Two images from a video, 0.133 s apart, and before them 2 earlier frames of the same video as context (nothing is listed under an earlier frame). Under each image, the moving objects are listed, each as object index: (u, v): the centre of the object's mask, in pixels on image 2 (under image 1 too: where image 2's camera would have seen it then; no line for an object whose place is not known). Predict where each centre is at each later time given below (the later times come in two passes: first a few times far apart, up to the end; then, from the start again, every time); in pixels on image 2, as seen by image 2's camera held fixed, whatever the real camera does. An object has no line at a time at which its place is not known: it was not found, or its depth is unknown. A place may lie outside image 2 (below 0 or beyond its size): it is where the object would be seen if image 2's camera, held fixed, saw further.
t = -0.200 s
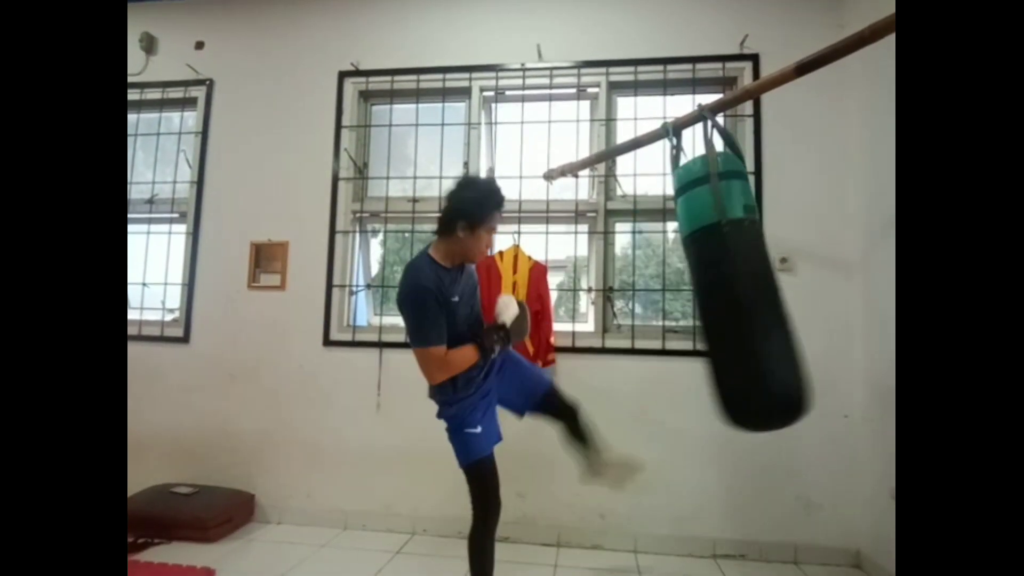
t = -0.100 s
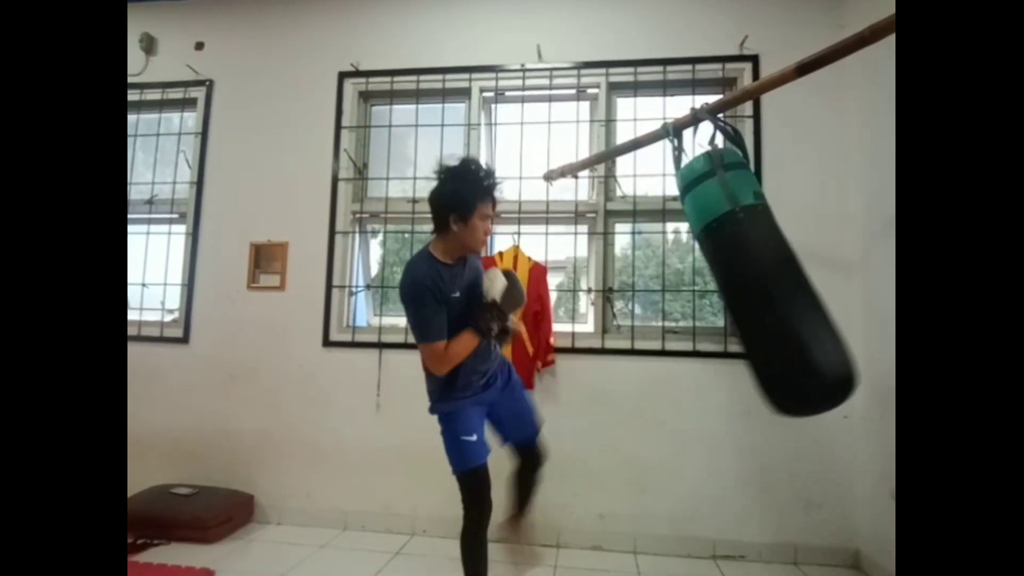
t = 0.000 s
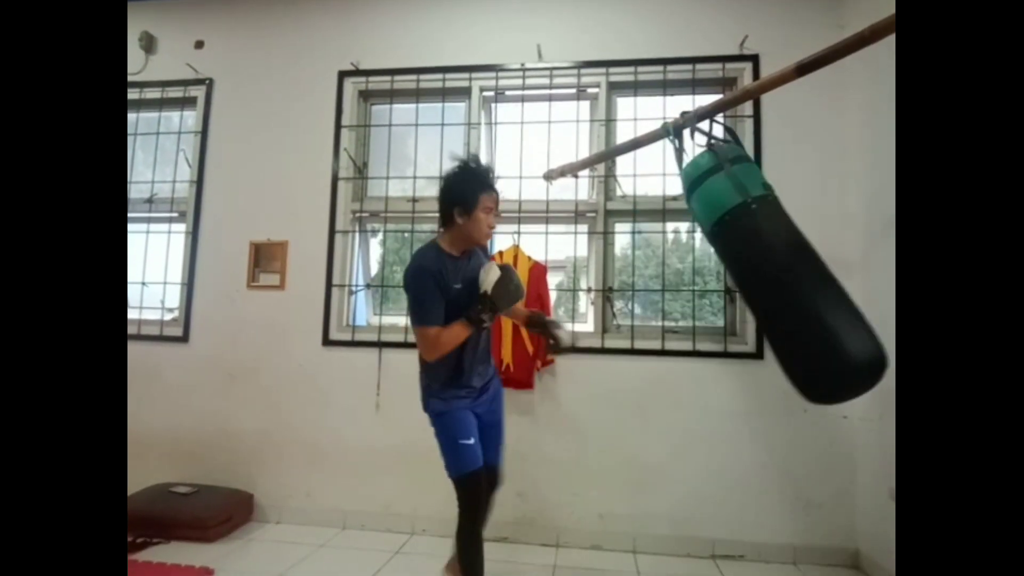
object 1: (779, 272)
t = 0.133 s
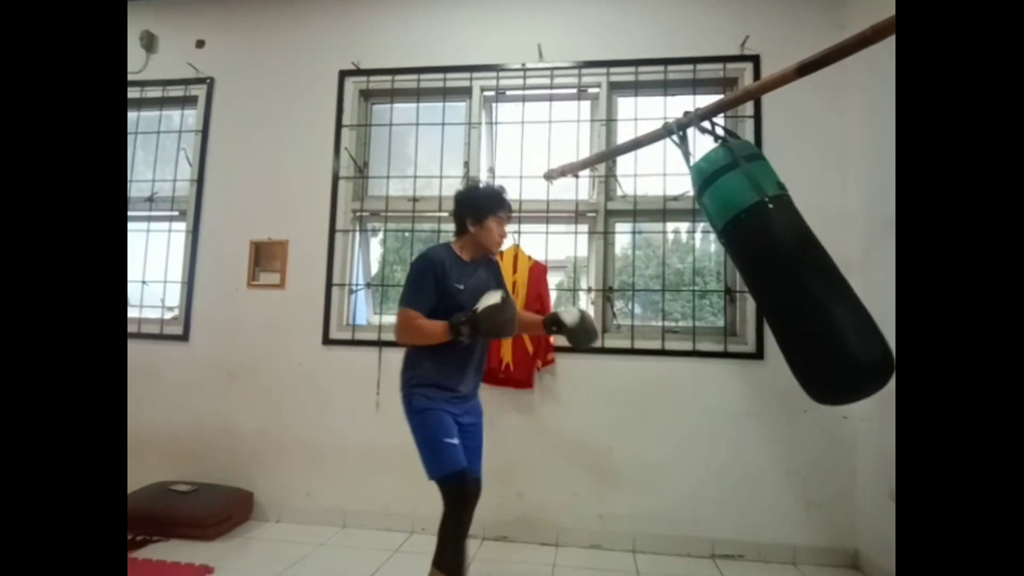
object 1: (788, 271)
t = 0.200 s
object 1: (785, 274)
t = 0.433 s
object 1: (740, 297)
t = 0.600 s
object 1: (687, 289)
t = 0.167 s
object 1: (787, 272)
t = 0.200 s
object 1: (785, 274)
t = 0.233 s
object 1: (781, 276)
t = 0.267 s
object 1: (776, 278)
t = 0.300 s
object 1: (770, 279)
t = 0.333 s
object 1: (763, 282)
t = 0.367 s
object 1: (756, 286)
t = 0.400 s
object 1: (750, 294)
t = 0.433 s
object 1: (740, 297)
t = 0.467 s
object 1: (729, 300)
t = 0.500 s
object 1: (716, 296)
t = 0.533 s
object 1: (706, 295)
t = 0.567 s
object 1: (696, 292)
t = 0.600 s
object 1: (687, 289)
